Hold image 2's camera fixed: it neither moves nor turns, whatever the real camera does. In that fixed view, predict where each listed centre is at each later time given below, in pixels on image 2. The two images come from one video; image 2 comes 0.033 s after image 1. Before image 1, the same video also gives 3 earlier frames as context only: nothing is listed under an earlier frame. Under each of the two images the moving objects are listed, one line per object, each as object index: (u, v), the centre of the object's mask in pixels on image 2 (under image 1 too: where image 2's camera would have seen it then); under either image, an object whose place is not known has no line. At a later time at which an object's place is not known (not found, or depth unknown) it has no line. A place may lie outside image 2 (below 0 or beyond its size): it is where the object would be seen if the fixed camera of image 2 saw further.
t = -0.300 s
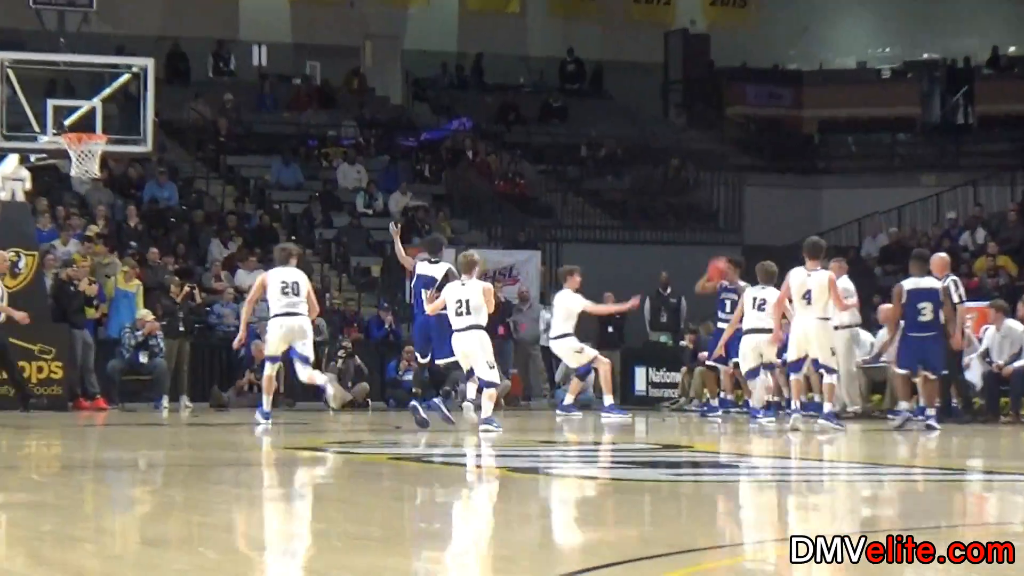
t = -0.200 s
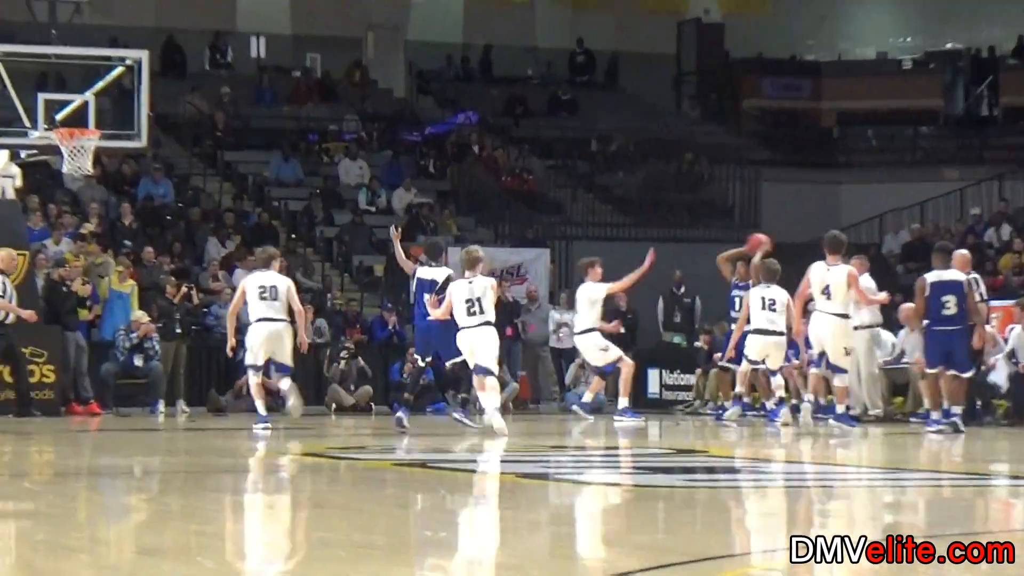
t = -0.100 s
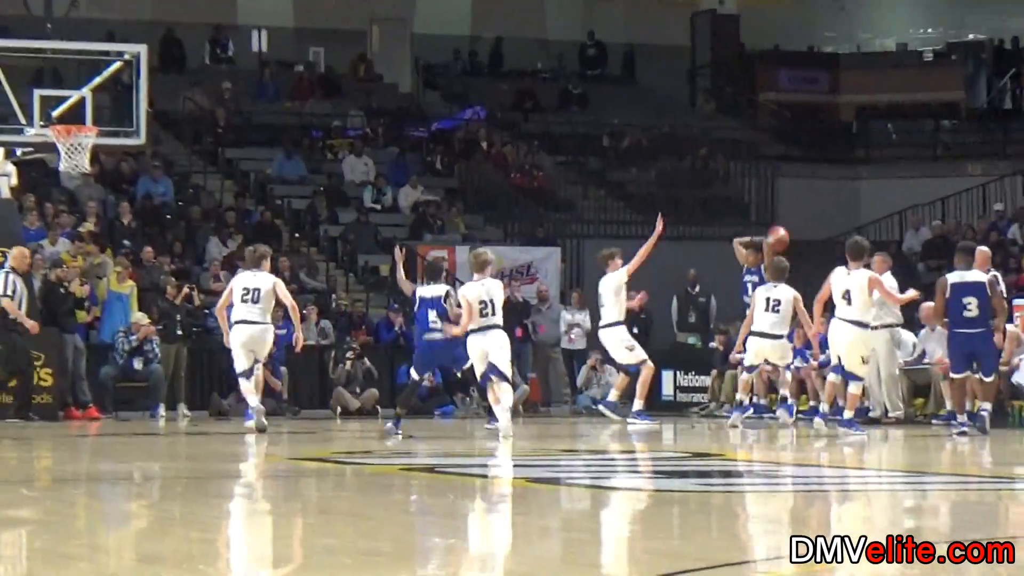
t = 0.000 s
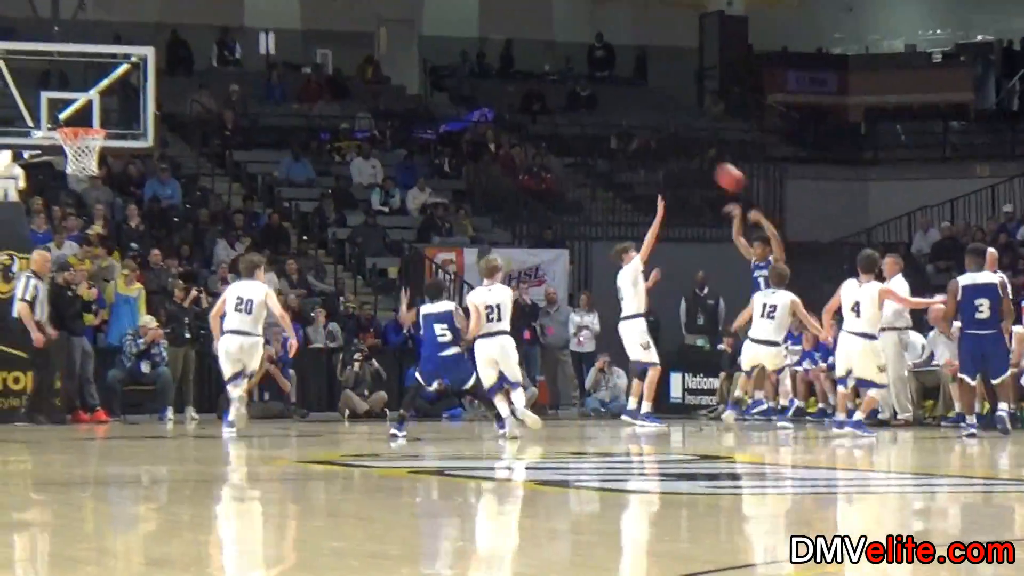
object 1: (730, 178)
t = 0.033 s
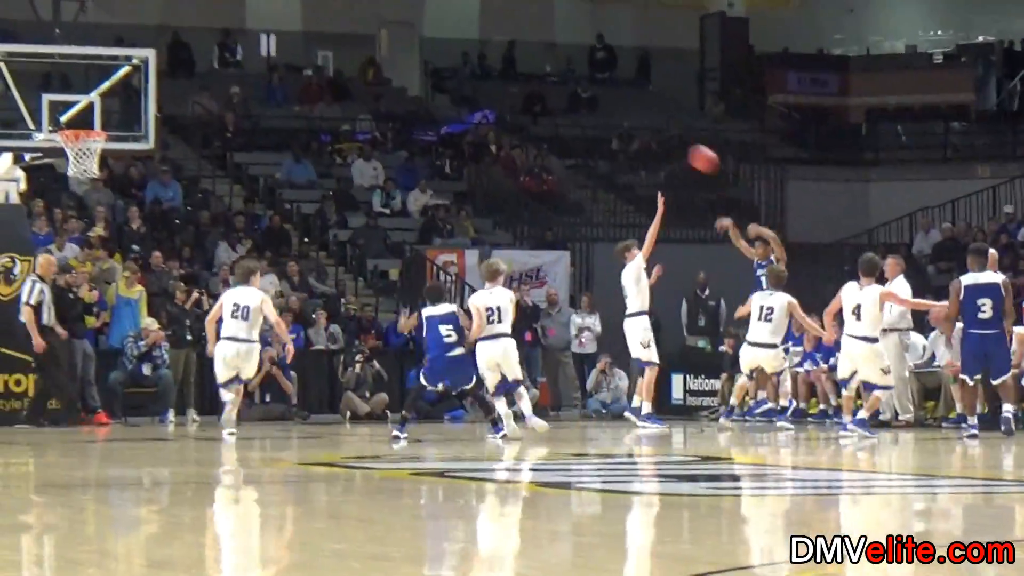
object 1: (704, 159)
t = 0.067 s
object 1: (675, 140)
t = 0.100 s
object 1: (647, 123)
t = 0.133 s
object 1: (621, 106)
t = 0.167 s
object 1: (594, 90)
